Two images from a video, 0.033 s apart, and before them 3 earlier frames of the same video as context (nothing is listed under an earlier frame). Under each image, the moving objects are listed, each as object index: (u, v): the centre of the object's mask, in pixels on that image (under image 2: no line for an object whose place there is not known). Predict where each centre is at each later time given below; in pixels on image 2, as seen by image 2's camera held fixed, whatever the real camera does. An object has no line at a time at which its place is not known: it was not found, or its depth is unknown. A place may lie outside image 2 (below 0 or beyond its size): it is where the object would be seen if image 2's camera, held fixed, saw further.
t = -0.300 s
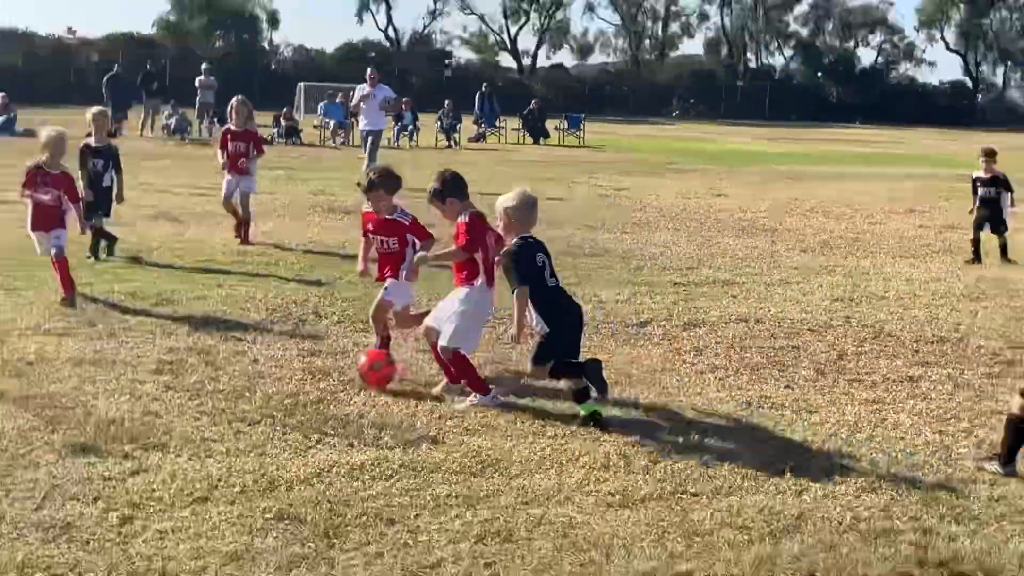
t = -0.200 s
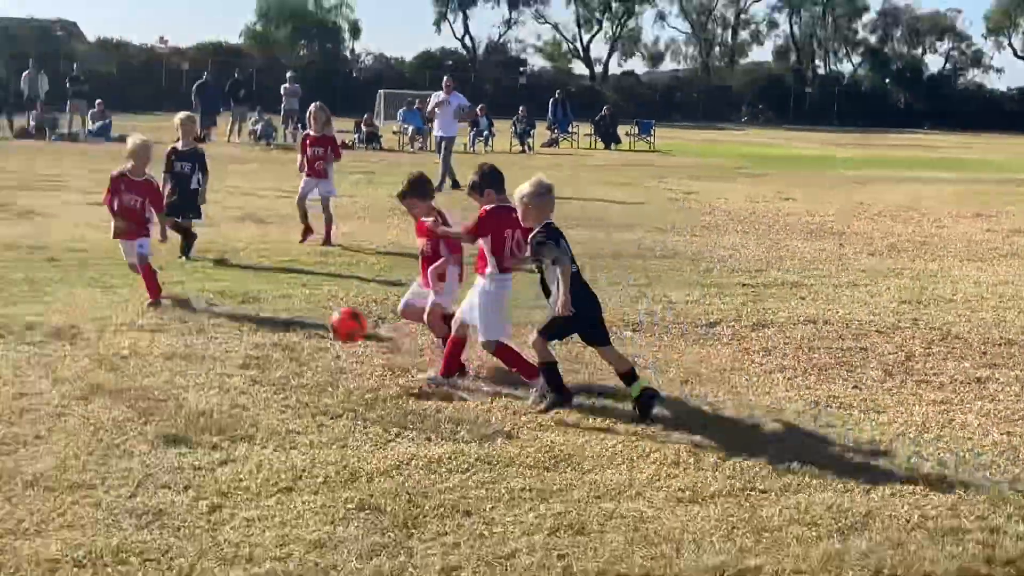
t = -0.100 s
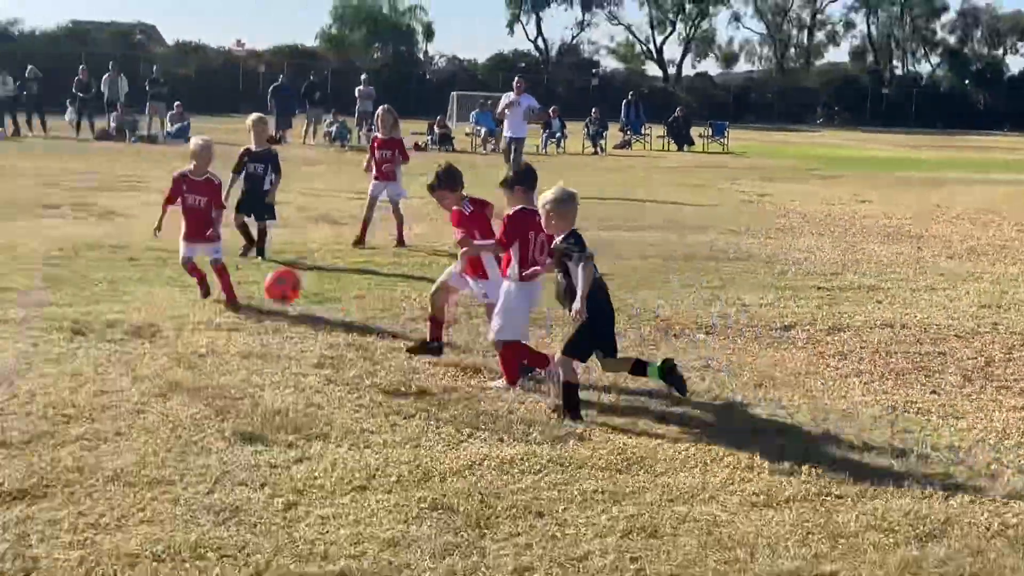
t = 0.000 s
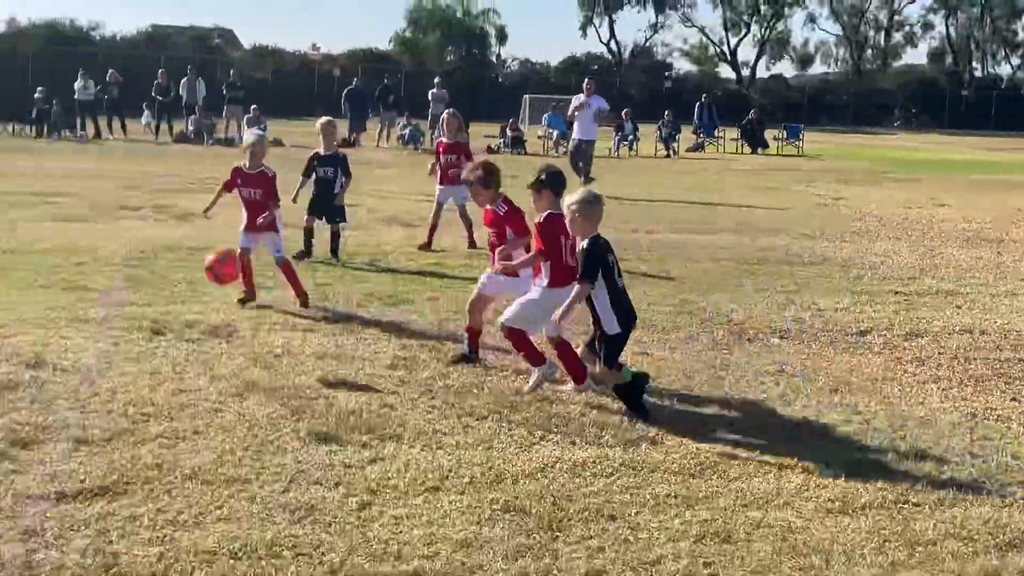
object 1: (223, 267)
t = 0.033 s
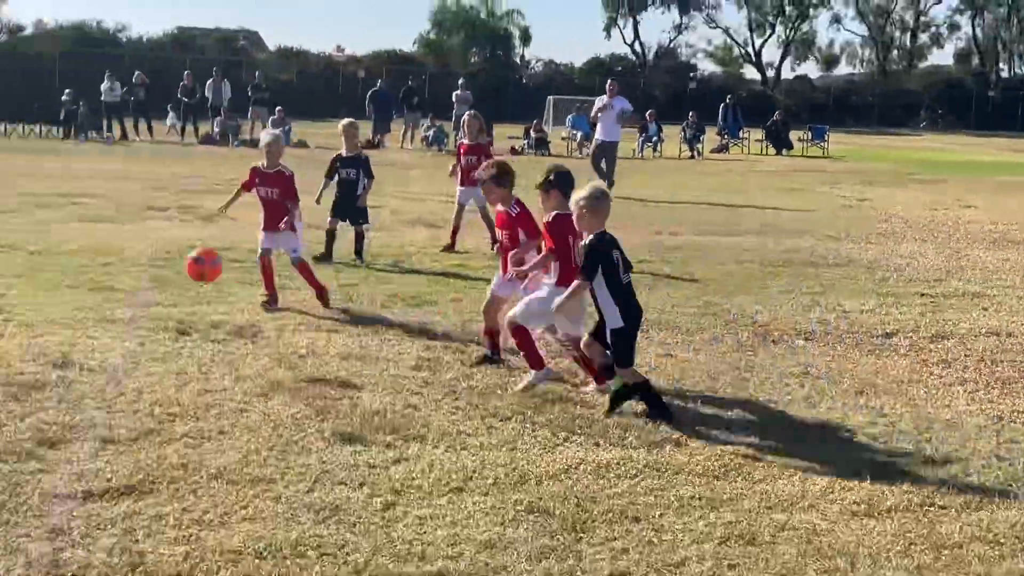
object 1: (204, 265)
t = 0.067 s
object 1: (162, 265)
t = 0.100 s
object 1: (119, 266)
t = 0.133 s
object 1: (79, 270)
